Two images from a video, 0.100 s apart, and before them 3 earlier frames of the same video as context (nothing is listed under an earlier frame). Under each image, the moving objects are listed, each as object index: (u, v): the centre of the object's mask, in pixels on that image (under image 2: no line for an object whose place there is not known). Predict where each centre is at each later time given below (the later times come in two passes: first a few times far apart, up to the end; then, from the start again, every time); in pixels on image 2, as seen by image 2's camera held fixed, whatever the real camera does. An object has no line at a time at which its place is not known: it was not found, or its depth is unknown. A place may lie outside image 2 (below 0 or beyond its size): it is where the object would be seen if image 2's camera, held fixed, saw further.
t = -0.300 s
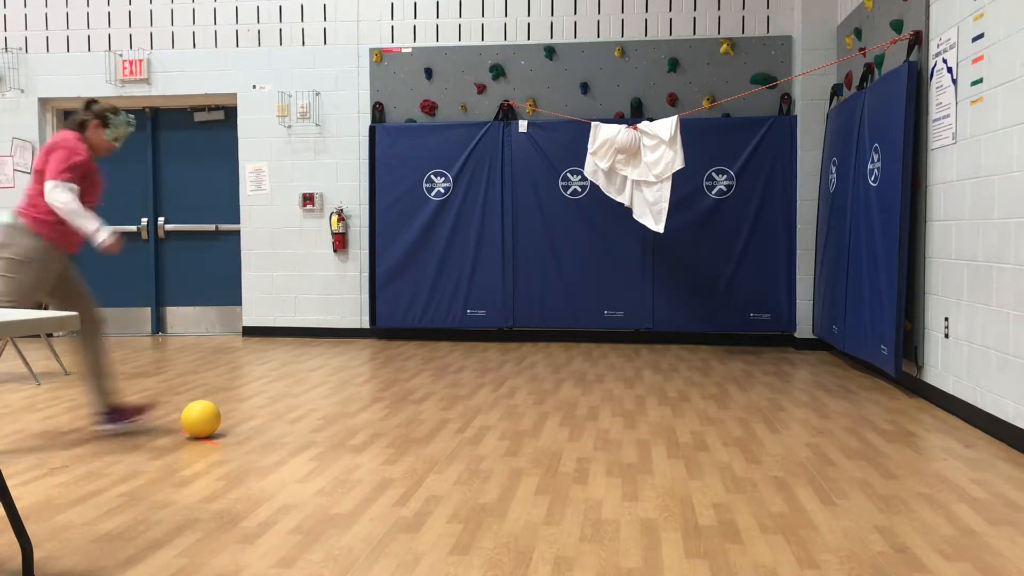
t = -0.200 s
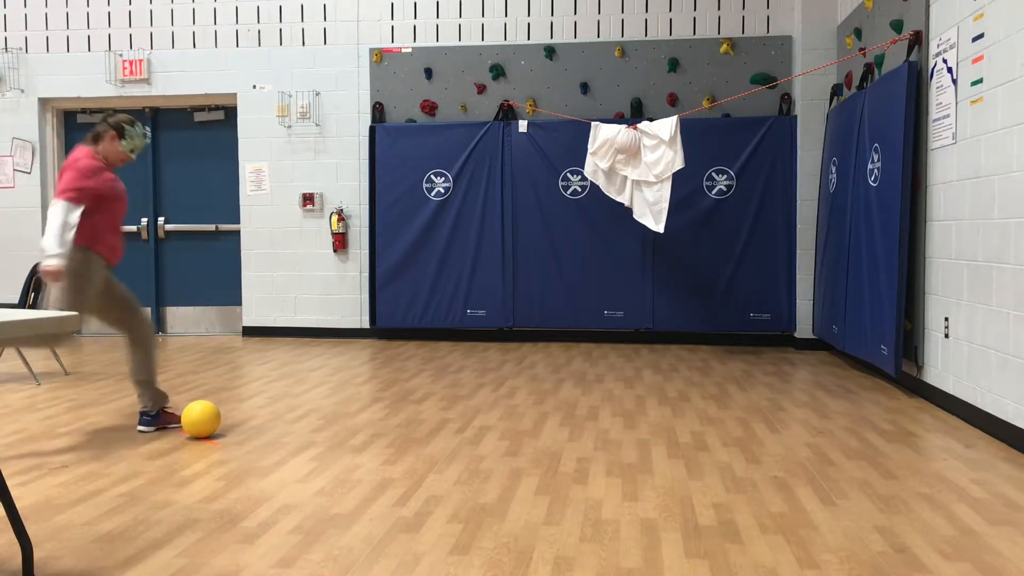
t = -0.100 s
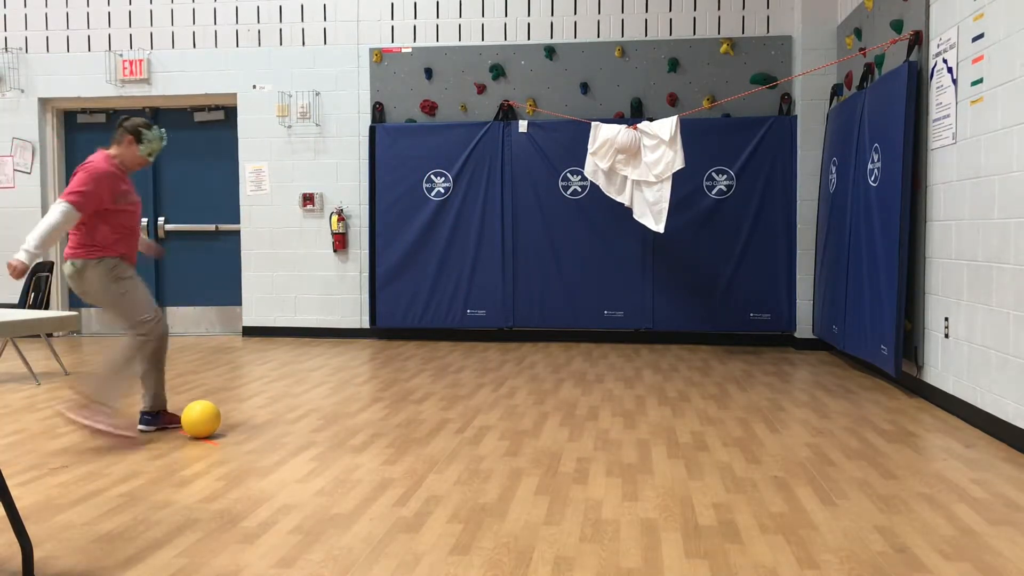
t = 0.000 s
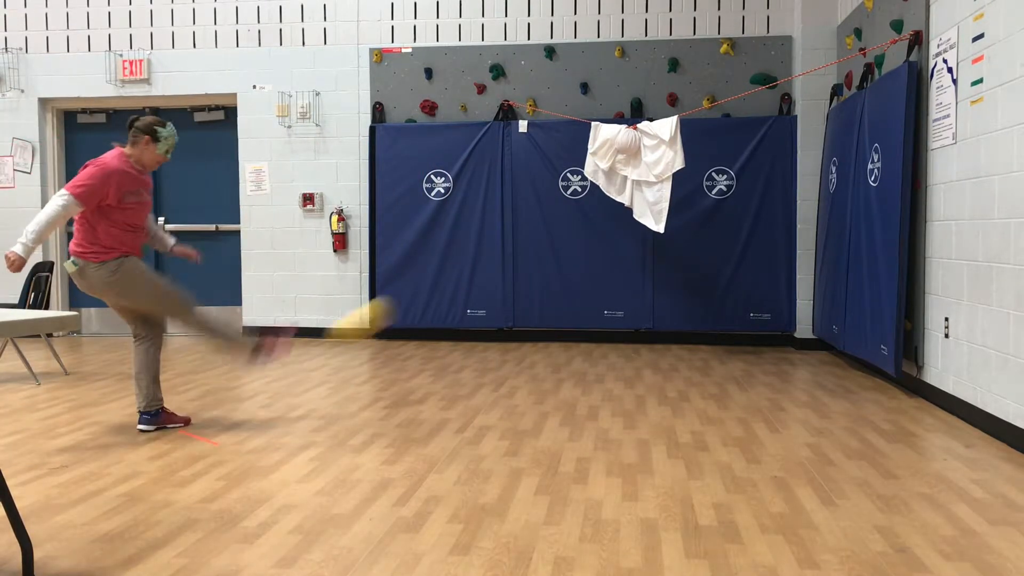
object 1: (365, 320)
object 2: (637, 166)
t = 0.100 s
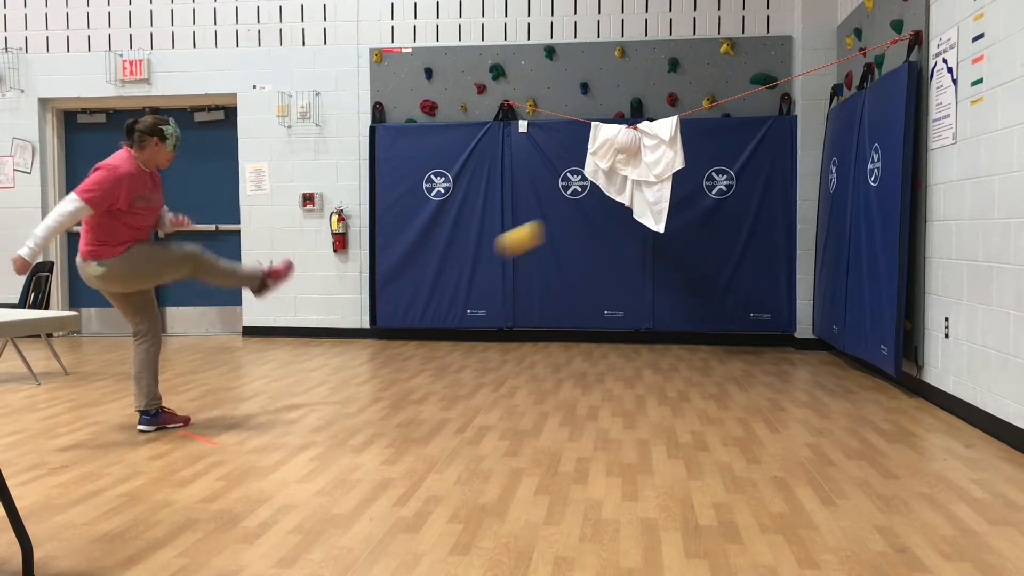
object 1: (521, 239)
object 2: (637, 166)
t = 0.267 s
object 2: (638, 162)
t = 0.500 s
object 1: (738, 178)
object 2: (652, 140)
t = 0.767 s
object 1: (789, 263)
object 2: (658, 144)
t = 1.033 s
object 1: (813, 320)
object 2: (638, 157)
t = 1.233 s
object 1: (805, 305)
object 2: (632, 167)
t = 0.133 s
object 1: (562, 221)
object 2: (637, 166)
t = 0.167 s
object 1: (599, 209)
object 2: (637, 166)
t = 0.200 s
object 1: (633, 197)
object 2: (637, 164)
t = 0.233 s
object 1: (655, 191)
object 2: (637, 165)
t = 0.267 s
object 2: (638, 162)
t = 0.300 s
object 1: (693, 177)
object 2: (643, 156)
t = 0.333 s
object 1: (702, 176)
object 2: (648, 152)
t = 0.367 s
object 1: (711, 172)
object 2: (652, 151)
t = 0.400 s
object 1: (719, 168)
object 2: (649, 147)
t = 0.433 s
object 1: (725, 169)
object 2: (648, 144)
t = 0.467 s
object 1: (732, 173)
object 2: (650, 142)
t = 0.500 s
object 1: (738, 178)
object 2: (652, 140)
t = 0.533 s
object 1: (745, 183)
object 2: (654, 139)
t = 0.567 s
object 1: (751, 191)
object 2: (656, 138)
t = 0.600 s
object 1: (757, 199)
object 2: (657, 138)
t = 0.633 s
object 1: (763, 209)
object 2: (659, 138)
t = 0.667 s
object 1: (770, 220)
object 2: (660, 140)
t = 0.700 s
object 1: (776, 233)
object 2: (661, 141)
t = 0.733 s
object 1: (783, 248)
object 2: (661, 143)
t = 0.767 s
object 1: (789, 263)
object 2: (658, 144)
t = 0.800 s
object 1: (795, 280)
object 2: (655, 145)
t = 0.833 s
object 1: (802, 299)
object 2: (651, 146)
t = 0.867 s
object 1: (809, 319)
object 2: (648, 148)
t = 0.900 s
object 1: (815, 341)
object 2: (646, 150)
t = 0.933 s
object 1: (816, 347)
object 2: (643, 153)
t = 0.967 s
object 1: (816, 337)
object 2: (641, 154)
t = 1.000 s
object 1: (814, 328)
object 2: (639, 155)
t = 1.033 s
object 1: (813, 320)
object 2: (638, 157)
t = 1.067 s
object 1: (812, 315)
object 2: (637, 158)
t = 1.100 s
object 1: (810, 310)
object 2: (637, 159)
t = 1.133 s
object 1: (809, 307)
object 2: (636, 161)
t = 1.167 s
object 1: (808, 305)
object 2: (635, 163)
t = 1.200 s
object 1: (807, 305)
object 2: (633, 165)
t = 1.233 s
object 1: (805, 305)
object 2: (632, 167)
